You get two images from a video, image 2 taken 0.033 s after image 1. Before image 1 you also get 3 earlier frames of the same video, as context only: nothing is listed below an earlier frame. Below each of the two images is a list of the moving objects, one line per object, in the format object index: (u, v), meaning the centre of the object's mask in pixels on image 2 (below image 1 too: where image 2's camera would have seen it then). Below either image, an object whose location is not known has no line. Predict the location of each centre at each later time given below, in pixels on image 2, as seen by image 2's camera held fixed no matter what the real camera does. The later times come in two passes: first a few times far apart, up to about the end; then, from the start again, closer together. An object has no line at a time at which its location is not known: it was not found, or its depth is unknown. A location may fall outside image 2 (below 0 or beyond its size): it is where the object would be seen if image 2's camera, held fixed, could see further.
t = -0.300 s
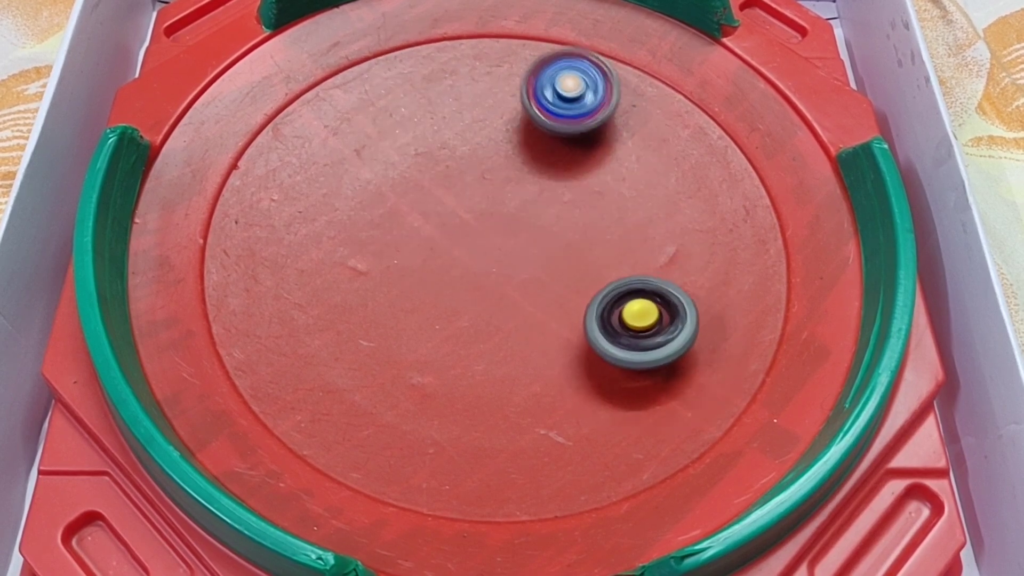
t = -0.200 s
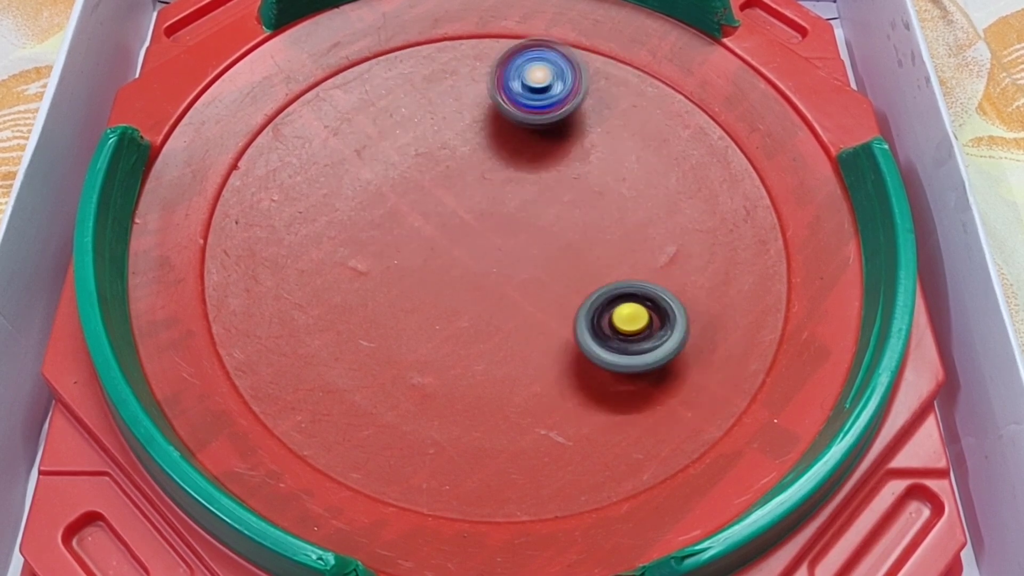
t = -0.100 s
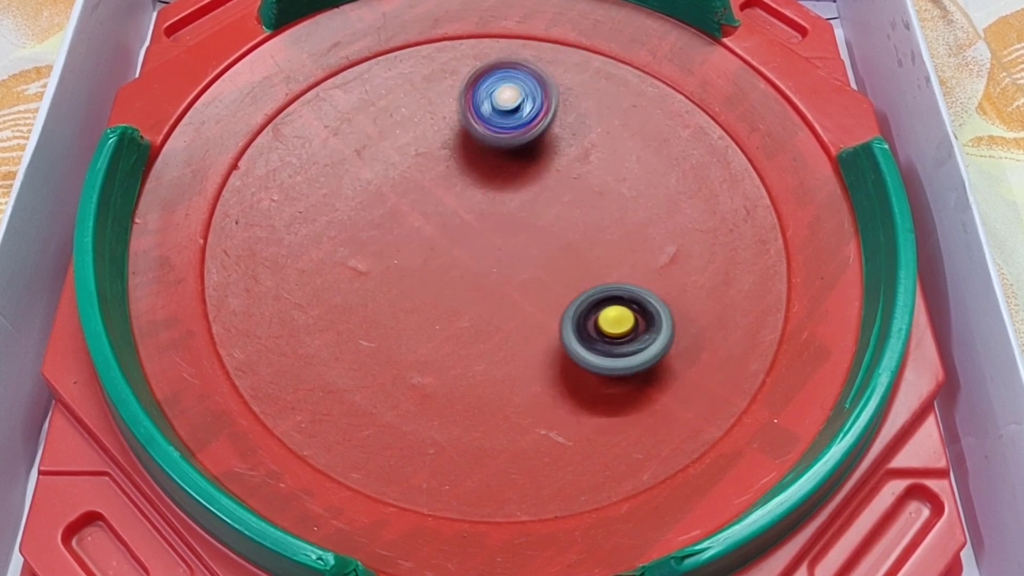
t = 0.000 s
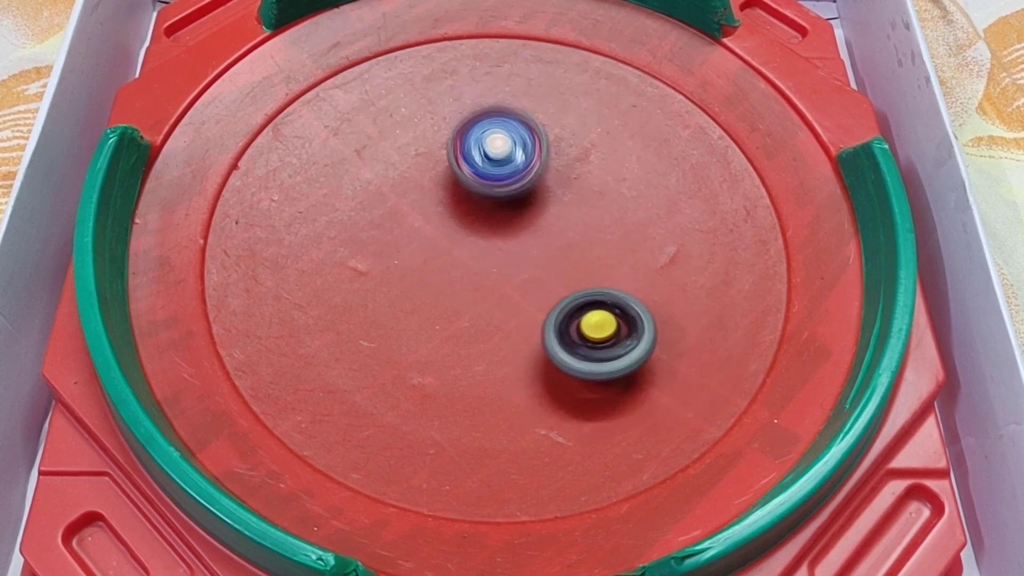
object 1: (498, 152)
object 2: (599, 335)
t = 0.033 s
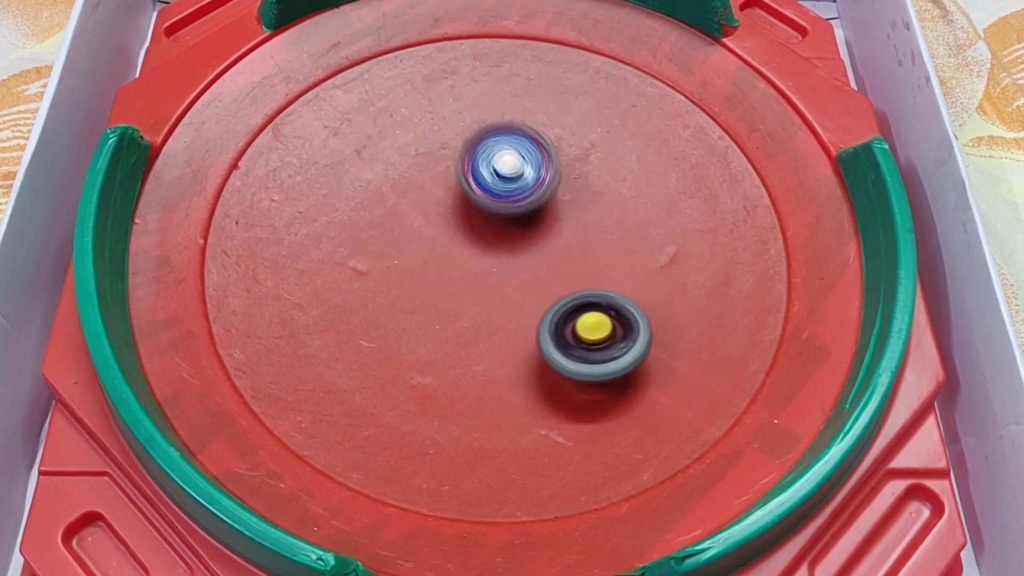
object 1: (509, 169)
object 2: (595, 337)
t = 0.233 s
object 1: (622, 222)
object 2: (564, 345)
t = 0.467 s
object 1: (691, 150)
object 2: (534, 347)
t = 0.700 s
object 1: (599, 126)
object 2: (508, 345)
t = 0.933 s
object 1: (569, 238)
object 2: (481, 337)
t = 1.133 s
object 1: (673, 302)
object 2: (465, 327)
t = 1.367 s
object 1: (735, 232)
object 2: (450, 312)
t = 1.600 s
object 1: (620, 201)
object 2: (442, 296)
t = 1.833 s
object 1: (675, 292)
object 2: (286, 279)
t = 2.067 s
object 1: (717, 212)
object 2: (252, 297)
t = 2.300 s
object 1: (593, 203)
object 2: (315, 305)
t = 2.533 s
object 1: (529, 303)
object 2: (354, 286)
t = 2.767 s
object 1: (576, 384)
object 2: (382, 259)
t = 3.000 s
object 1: (648, 365)
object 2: (408, 240)
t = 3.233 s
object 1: (615, 295)
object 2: (441, 218)
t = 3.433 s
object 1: (527, 283)
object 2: (473, 197)
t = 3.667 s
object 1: (452, 310)
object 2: (504, 178)
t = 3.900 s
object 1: (426, 348)
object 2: (529, 168)
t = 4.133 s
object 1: (443, 354)
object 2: (555, 164)
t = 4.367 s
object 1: (466, 316)
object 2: (579, 164)
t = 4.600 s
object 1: (454, 267)
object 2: (595, 167)
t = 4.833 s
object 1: (434, 238)
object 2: (607, 174)
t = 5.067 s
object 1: (422, 226)
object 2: (617, 186)
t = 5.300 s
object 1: (423, 216)
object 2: (622, 203)
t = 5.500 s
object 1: (436, 206)
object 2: (624, 222)
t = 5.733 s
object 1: (454, 191)
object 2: (621, 253)
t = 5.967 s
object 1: (477, 179)
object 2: (615, 282)
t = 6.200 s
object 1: (498, 171)
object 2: (604, 307)
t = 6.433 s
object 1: (516, 171)
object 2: (586, 326)
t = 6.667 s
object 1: (540, 177)
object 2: (566, 338)
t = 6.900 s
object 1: (563, 186)
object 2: (540, 343)
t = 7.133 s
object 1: (585, 199)
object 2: (510, 343)
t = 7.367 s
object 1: (605, 214)
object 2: (480, 337)
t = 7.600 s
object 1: (625, 228)
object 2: (455, 324)
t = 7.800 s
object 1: (637, 242)
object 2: (438, 308)
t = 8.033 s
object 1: (635, 261)
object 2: (421, 286)
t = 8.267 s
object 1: (630, 281)
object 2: (415, 259)
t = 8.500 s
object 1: (606, 309)
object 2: (414, 234)
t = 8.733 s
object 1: (595, 329)
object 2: (421, 215)
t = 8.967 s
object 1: (559, 334)
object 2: (434, 198)
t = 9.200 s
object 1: (526, 343)
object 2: (452, 183)
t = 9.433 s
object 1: (495, 340)
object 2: (473, 173)
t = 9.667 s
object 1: (468, 324)
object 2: (501, 167)
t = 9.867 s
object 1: (446, 306)
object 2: (524, 164)
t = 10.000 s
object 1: (437, 296)
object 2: (547, 166)
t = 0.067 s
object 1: (521, 185)
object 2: (589, 338)
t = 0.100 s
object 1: (537, 198)
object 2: (583, 340)
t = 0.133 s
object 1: (557, 210)
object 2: (578, 341)
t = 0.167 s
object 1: (578, 218)
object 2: (572, 343)
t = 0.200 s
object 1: (598, 222)
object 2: (568, 344)
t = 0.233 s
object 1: (622, 222)
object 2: (564, 345)
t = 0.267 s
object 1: (642, 218)
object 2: (560, 346)
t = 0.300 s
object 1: (661, 211)
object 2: (556, 346)
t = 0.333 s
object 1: (673, 201)
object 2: (551, 347)
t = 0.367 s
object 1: (683, 189)
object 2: (547, 347)
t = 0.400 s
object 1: (690, 177)
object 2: (542, 347)
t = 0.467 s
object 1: (691, 150)
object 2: (534, 347)
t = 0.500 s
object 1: (684, 138)
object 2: (529, 348)
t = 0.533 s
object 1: (673, 128)
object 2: (526, 348)
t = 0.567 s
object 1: (659, 120)
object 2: (523, 348)
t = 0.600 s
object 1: (643, 116)
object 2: (520, 347)
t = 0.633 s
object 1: (627, 114)
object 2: (516, 347)
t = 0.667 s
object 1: (611, 118)
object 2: (512, 346)
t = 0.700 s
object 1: (599, 126)
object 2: (508, 345)
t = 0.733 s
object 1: (586, 136)
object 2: (504, 344)
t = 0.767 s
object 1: (575, 148)
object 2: (500, 343)
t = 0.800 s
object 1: (568, 163)
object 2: (496, 343)
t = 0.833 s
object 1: (564, 180)
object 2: (492, 342)
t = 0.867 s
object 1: (563, 199)
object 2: (489, 341)
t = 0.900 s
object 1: (563, 218)
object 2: (484, 339)
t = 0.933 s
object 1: (569, 238)
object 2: (481, 337)
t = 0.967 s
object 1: (580, 256)
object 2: (478, 336)
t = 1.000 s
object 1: (596, 270)
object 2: (475, 335)
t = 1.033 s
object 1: (614, 283)
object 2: (473, 333)
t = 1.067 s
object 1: (632, 294)
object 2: (470, 332)
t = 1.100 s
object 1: (653, 301)
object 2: (467, 329)
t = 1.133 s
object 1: (673, 302)
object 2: (465, 327)
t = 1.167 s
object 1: (691, 299)
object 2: (463, 325)
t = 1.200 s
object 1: (707, 293)
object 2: (460, 323)
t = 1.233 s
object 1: (720, 284)
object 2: (458, 321)
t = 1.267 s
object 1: (731, 273)
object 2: (456, 319)
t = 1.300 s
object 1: (737, 259)
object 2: (454, 317)
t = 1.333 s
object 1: (738, 245)
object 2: (452, 314)
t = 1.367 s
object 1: (735, 232)
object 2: (450, 312)
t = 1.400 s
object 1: (727, 220)
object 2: (448, 310)
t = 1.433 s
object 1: (715, 208)
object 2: (448, 308)
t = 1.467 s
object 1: (700, 200)
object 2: (446, 306)
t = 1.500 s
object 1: (683, 195)
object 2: (445, 303)
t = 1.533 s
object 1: (661, 194)
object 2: (443, 301)
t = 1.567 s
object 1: (640, 196)
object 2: (442, 298)
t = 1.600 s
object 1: (620, 201)
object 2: (442, 296)
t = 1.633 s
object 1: (598, 211)
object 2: (441, 294)
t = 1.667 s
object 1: (580, 225)
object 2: (440, 292)
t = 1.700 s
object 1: (564, 240)
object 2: (440, 290)
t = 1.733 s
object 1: (552, 259)
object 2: (440, 288)
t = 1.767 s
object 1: (575, 276)
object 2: (409, 287)
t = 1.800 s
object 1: (635, 287)
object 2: (338, 284)
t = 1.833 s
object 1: (675, 292)
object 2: (286, 279)
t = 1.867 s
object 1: (701, 290)
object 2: (251, 275)
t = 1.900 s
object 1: (717, 281)
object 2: (232, 275)
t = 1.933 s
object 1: (726, 269)
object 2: (227, 280)
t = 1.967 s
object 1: (731, 254)
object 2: (230, 285)
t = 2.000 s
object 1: (731, 239)
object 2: (237, 290)
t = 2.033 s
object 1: (726, 225)
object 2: (245, 294)
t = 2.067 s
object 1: (717, 212)
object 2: (252, 297)
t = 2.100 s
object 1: (704, 202)
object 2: (260, 302)
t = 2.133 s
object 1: (688, 194)
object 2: (267, 304)
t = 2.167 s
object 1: (671, 190)
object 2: (276, 306)
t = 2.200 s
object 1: (652, 188)
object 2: (286, 308)
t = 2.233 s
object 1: (630, 189)
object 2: (296, 308)
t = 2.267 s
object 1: (611, 194)
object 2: (306, 307)
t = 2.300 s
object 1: (593, 203)
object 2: (315, 305)
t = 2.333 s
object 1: (575, 214)
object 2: (322, 303)
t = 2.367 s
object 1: (560, 226)
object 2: (330, 300)
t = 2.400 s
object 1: (548, 241)
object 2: (335, 297)
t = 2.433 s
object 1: (540, 256)
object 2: (340, 295)
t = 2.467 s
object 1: (535, 271)
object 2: (344, 292)
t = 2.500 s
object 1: (530, 287)
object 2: (349, 289)
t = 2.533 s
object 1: (529, 303)
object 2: (354, 286)
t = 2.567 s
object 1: (529, 318)
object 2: (358, 282)
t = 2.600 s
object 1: (532, 333)
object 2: (363, 279)
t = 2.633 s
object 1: (535, 345)
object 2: (367, 274)
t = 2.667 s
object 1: (541, 359)
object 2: (371, 271)
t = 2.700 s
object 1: (550, 369)
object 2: (375, 267)
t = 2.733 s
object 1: (562, 378)
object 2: (379, 263)
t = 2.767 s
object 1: (576, 384)
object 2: (382, 259)
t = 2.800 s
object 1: (590, 387)
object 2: (385, 256)
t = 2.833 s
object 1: (602, 388)
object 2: (388, 254)
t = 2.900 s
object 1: (625, 385)
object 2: (394, 250)
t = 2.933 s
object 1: (634, 380)
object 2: (399, 247)
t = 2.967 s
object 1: (642, 373)
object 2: (404, 243)
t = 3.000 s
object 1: (648, 365)
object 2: (408, 240)
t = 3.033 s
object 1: (651, 356)
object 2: (412, 237)
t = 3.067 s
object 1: (651, 345)
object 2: (417, 234)
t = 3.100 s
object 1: (648, 333)
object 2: (422, 230)
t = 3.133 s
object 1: (644, 322)
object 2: (428, 227)
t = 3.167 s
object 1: (638, 312)
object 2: (433, 224)
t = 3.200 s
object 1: (628, 303)
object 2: (437, 221)
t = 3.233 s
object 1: (615, 295)
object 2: (441, 218)
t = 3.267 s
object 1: (601, 290)
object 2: (446, 215)
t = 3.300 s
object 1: (586, 287)
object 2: (451, 211)
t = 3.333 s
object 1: (571, 284)
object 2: (458, 207)
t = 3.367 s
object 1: (557, 282)
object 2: (464, 202)
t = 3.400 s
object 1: (543, 281)
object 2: (470, 199)
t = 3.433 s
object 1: (527, 283)
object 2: (473, 197)
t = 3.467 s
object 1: (514, 284)
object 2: (477, 194)
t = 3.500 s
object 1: (500, 287)
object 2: (483, 191)
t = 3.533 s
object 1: (487, 291)
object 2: (488, 188)
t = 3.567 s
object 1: (476, 295)
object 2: (492, 186)
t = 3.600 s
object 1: (467, 299)
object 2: (496, 183)
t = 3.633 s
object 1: (459, 304)
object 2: (501, 180)
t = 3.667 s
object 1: (452, 310)
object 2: (504, 178)
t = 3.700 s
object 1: (446, 315)
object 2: (508, 176)
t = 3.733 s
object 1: (440, 320)
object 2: (513, 174)
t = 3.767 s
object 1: (435, 325)
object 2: (515, 172)
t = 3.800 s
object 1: (430, 330)
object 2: (519, 171)
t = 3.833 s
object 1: (427, 337)
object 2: (524, 170)
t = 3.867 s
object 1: (426, 342)
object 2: (526, 169)
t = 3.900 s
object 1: (426, 348)
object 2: (529, 168)
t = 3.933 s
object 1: (427, 351)
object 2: (534, 167)
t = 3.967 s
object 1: (428, 354)
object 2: (537, 166)
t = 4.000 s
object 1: (429, 356)
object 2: (540, 166)
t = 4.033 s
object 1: (430, 357)
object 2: (545, 165)
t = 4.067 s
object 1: (432, 356)
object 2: (549, 165)
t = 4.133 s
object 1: (443, 354)
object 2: (555, 164)
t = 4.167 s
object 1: (450, 351)
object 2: (559, 164)
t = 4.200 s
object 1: (456, 349)
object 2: (562, 164)
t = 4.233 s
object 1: (460, 344)
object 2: (565, 163)
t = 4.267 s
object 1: (463, 337)
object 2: (569, 163)
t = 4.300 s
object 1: (465, 330)
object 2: (572, 163)
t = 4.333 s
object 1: (466, 323)
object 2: (575, 163)
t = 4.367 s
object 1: (466, 316)
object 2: (579, 164)
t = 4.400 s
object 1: (466, 308)
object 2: (582, 165)
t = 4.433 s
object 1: (466, 302)
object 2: (584, 165)
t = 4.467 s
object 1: (466, 295)
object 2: (586, 165)
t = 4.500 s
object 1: (464, 288)
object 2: (588, 165)
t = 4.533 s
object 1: (461, 281)
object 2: (591, 166)
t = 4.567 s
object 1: (458, 274)
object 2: (593, 166)
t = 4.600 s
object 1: (454, 267)
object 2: (595, 167)
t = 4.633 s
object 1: (451, 261)
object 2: (598, 168)
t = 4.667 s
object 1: (447, 256)
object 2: (599, 168)
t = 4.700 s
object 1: (445, 251)
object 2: (601, 169)
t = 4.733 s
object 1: (442, 248)
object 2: (602, 171)
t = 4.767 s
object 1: (439, 244)
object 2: (604, 172)
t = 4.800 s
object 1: (436, 241)
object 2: (606, 173)
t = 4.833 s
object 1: (434, 238)
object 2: (607, 174)
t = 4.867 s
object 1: (431, 236)
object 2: (609, 176)
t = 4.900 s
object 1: (429, 234)
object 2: (611, 177)
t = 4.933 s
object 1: (428, 232)
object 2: (612, 179)
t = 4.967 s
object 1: (427, 231)
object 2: (614, 181)
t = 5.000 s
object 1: (425, 230)
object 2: (615, 182)
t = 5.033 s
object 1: (424, 228)
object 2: (616, 184)
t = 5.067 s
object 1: (422, 226)
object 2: (617, 186)
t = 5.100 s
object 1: (422, 225)
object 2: (618, 188)
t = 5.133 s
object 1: (422, 224)
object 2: (619, 191)
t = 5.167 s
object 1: (421, 222)
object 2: (620, 194)
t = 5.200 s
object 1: (421, 221)
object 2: (621, 197)
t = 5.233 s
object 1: (421, 219)
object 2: (622, 199)
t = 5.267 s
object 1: (422, 218)
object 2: (622, 201)
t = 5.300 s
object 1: (423, 216)
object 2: (622, 203)
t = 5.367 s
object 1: (426, 213)
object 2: (623, 209)
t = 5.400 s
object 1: (429, 212)
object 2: (623, 213)
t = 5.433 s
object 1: (430, 210)
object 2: (623, 215)
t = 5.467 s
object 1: (433, 208)
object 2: (624, 218)
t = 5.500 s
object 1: (436, 206)
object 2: (624, 222)
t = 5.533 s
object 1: (438, 204)
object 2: (624, 226)
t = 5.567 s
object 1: (441, 202)
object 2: (624, 230)
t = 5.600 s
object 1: (443, 200)
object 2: (624, 236)
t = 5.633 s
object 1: (446, 198)
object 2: (623, 241)
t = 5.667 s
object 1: (448, 196)
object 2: (623, 244)
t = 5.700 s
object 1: (451, 194)
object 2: (622, 249)
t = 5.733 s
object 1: (454, 191)
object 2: (621, 253)
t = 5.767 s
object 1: (457, 189)
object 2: (621, 257)
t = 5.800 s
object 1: (460, 187)
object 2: (620, 262)
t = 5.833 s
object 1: (464, 185)
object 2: (619, 266)
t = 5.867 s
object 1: (467, 184)
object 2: (618, 270)
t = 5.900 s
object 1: (471, 183)
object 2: (617, 275)
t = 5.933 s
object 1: (474, 181)
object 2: (616, 278)
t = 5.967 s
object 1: (477, 179)
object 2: (615, 282)
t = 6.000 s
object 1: (481, 177)
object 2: (614, 286)
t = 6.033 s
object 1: (484, 176)
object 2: (614, 289)
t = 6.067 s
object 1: (487, 175)
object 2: (611, 293)
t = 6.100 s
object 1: (489, 174)
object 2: (610, 297)
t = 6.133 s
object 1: (492, 172)
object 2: (608, 300)
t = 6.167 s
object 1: (495, 172)
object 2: (606, 304)
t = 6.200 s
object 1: (498, 171)
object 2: (604, 307)
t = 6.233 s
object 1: (500, 171)
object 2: (601, 310)
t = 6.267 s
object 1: (502, 171)
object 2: (600, 313)
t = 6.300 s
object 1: (505, 170)
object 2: (597, 316)
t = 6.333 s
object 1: (508, 170)
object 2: (594, 318)
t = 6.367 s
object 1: (510, 170)
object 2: (592, 321)
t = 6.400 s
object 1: (513, 170)
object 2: (590, 323)
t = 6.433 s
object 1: (516, 171)
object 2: (586, 326)
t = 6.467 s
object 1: (519, 171)
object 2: (583, 328)
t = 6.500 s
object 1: (523, 172)
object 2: (581, 330)
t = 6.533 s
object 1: (527, 173)
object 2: (577, 332)
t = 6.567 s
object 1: (530, 174)
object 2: (574, 334)
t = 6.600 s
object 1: (534, 175)
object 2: (571, 335)
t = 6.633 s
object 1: (537, 176)
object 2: (569, 336)
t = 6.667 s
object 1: (540, 177)
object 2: (566, 338)
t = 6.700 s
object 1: (543, 177)
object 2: (562, 339)
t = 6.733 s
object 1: (546, 179)
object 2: (559, 340)
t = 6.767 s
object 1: (549, 180)
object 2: (555, 341)
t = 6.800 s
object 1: (553, 181)
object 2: (552, 342)
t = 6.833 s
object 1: (557, 183)
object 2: (547, 342)
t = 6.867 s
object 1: (560, 184)
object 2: (544, 343)
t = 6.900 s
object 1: (563, 186)
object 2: (540, 343)
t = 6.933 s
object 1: (566, 188)
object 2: (537, 344)
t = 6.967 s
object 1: (569, 190)
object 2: (534, 344)
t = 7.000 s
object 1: (573, 191)
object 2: (530, 344)
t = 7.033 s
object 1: (576, 193)
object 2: (525, 344)
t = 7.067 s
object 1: (579, 195)
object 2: (520, 344)
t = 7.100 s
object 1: (581, 197)
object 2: (515, 344)
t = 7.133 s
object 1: (585, 199)
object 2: (510, 343)
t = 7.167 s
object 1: (587, 202)
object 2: (506, 343)
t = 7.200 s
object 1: (589, 203)
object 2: (502, 342)
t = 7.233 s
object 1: (592, 205)
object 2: (497, 341)
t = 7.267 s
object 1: (595, 207)
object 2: (493, 340)
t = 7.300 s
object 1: (599, 209)
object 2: (488, 339)
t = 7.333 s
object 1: (602, 211)
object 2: (484, 338)
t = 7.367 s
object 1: (605, 214)
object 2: (480, 337)
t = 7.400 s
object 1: (607, 218)
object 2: (476, 335)
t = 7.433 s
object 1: (610, 220)
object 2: (472, 334)
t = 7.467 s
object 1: (613, 222)
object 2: (469, 332)
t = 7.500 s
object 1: (616, 224)
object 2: (466, 330)
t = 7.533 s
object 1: (618, 225)
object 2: (462, 329)
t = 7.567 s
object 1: (622, 227)
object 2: (458, 326)
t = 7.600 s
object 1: (625, 228)
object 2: (455, 324)
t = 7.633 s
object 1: (628, 231)
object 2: (452, 321)
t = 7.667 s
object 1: (631, 233)
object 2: (448, 319)
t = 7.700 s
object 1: (633, 235)
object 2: (446, 317)
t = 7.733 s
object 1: (634, 237)
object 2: (443, 314)
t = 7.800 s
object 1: (637, 242)
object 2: (438, 308)
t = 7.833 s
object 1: (638, 245)
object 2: (435, 306)
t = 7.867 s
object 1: (639, 247)
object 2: (433, 304)
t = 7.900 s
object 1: (640, 250)
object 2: (430, 300)
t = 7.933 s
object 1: (641, 252)
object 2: (428, 296)
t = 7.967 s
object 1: (639, 254)
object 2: (425, 293)
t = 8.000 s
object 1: (637, 257)
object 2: (423, 290)
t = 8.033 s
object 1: (635, 261)
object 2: (421, 286)
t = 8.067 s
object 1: (633, 265)
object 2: (420, 282)
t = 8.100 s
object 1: (632, 269)
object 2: (418, 278)
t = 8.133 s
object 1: (632, 272)
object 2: (417, 274)
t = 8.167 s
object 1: (631, 275)
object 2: (416, 269)
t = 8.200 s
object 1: (632, 277)
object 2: (416, 265)
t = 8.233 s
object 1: (631, 280)
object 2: (415, 262)
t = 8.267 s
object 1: (630, 281)
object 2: (415, 259)
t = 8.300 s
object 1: (628, 284)
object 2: (414, 256)
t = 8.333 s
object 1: (625, 287)
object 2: (414, 252)
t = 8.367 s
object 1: (621, 290)
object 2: (414, 248)
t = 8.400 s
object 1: (617, 294)
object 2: (414, 245)
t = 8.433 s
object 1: (613, 299)
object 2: (414, 242)
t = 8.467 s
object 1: (609, 304)
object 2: (415, 238)
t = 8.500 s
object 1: (606, 309)
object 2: (414, 234)
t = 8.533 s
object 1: (603, 313)
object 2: (415, 232)
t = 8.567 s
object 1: (602, 317)
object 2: (416, 229)
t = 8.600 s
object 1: (600, 321)
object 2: (417, 225)
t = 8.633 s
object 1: (598, 324)
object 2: (417, 222)
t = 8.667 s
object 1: (597, 327)
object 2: (419, 220)
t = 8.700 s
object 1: (595, 329)
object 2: (420, 218)
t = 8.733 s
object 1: (595, 329)
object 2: (421, 215)
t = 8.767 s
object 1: (592, 330)
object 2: (423, 213)
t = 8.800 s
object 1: (588, 330)
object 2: (425, 210)
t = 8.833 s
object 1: (582, 331)
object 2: (426, 208)
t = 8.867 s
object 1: (577, 332)
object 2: (428, 206)
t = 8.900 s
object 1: (571, 332)
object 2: (430, 203)
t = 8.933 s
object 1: (565, 333)
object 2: (432, 201)
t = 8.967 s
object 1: (559, 334)
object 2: (434, 198)
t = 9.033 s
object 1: (549, 337)
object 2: (438, 194)
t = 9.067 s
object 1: (544, 339)
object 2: (441, 192)
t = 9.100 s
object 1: (539, 340)
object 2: (444, 190)
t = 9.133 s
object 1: (535, 341)
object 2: (446, 187)
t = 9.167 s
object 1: (530, 342)
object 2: (449, 185)
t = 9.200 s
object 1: (526, 343)
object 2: (452, 183)
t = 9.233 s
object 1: (522, 344)
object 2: (455, 181)
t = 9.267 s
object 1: (519, 343)
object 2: (457, 180)
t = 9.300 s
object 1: (514, 342)
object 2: (460, 178)
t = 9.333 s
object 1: (509, 341)
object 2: (464, 177)
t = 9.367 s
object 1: (503, 341)
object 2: (467, 175)
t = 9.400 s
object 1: (499, 341)
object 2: (470, 174)
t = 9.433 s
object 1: (495, 340)
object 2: (473, 173)
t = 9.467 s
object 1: (492, 338)
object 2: (477, 172)
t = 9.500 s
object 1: (489, 336)
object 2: (482, 171)
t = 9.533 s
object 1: (485, 334)
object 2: (486, 170)
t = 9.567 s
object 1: (480, 332)
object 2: (490, 169)
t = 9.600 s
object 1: (475, 330)
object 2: (493, 168)
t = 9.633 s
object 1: (471, 328)
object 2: (496, 168)
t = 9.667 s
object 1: (468, 324)
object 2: (501, 167)
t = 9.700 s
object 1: (463, 320)
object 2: (505, 166)
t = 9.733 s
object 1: (459, 317)
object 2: (508, 165)
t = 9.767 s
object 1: (456, 314)
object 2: (512, 165)
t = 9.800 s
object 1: (452, 311)
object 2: (516, 165)
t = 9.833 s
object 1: (449, 308)
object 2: (520, 165)
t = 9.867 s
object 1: (446, 306)
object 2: (524, 164)
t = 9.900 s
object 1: (443, 304)
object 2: (530, 165)
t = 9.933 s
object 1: (441, 301)
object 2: (536, 165)
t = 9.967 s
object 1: (439, 299)
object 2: (541, 165)
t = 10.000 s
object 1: (437, 296)
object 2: (547, 166)
